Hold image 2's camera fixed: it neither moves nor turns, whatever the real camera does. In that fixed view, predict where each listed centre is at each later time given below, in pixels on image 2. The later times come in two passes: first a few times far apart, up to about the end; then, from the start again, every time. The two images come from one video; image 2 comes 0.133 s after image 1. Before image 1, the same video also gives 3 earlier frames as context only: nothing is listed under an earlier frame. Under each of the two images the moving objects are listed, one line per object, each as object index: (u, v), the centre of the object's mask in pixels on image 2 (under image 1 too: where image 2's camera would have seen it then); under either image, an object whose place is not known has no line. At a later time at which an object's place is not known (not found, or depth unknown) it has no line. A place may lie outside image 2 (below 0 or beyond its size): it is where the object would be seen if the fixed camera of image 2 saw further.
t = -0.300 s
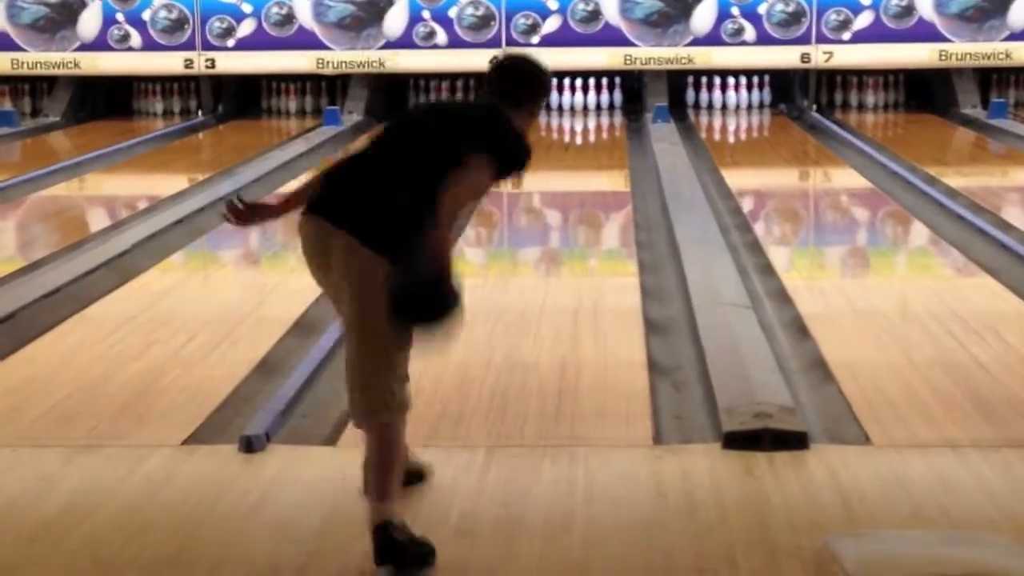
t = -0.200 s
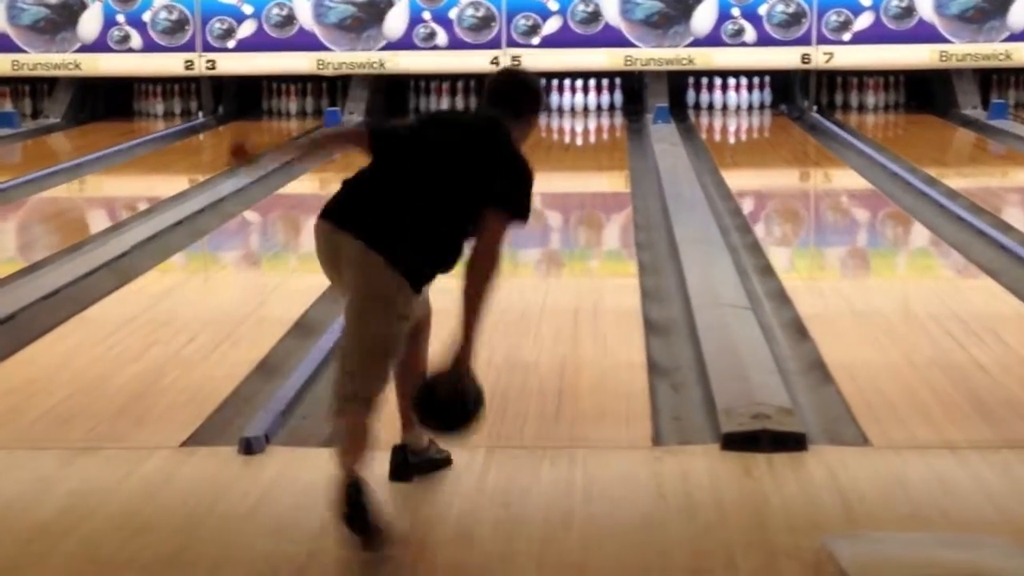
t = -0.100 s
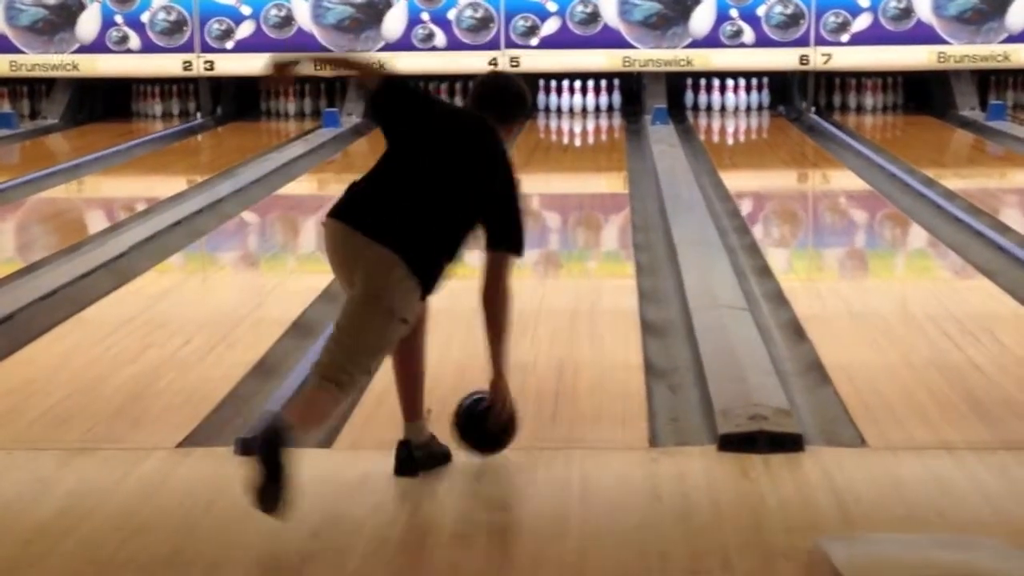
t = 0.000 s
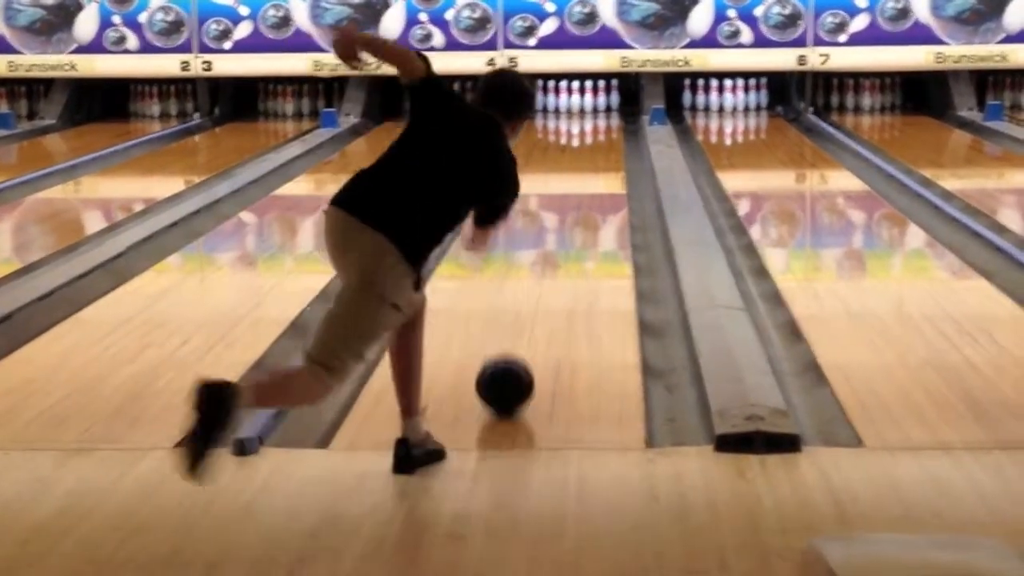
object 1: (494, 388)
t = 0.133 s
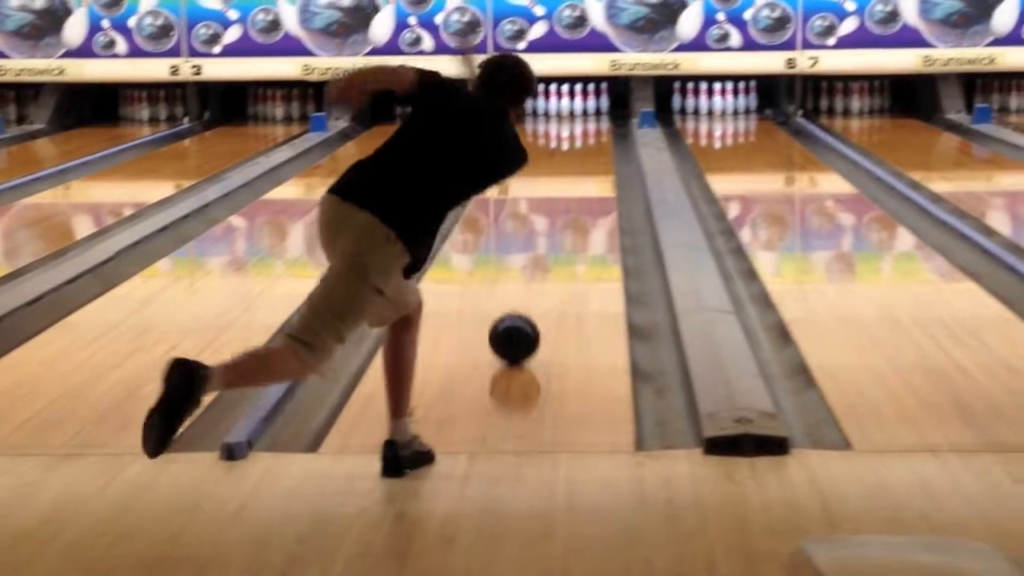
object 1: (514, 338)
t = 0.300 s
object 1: (532, 291)
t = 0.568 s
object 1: (551, 238)
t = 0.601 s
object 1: (553, 232)
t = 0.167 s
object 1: (518, 327)
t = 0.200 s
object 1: (522, 318)
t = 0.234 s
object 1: (526, 308)
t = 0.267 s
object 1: (529, 299)
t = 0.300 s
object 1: (532, 291)
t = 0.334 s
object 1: (535, 283)
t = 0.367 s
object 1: (538, 275)
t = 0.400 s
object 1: (540, 268)
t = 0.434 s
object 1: (543, 261)
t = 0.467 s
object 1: (545, 254)
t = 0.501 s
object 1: (547, 249)
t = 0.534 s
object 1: (549, 243)
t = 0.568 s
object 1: (551, 238)
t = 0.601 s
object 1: (553, 232)
